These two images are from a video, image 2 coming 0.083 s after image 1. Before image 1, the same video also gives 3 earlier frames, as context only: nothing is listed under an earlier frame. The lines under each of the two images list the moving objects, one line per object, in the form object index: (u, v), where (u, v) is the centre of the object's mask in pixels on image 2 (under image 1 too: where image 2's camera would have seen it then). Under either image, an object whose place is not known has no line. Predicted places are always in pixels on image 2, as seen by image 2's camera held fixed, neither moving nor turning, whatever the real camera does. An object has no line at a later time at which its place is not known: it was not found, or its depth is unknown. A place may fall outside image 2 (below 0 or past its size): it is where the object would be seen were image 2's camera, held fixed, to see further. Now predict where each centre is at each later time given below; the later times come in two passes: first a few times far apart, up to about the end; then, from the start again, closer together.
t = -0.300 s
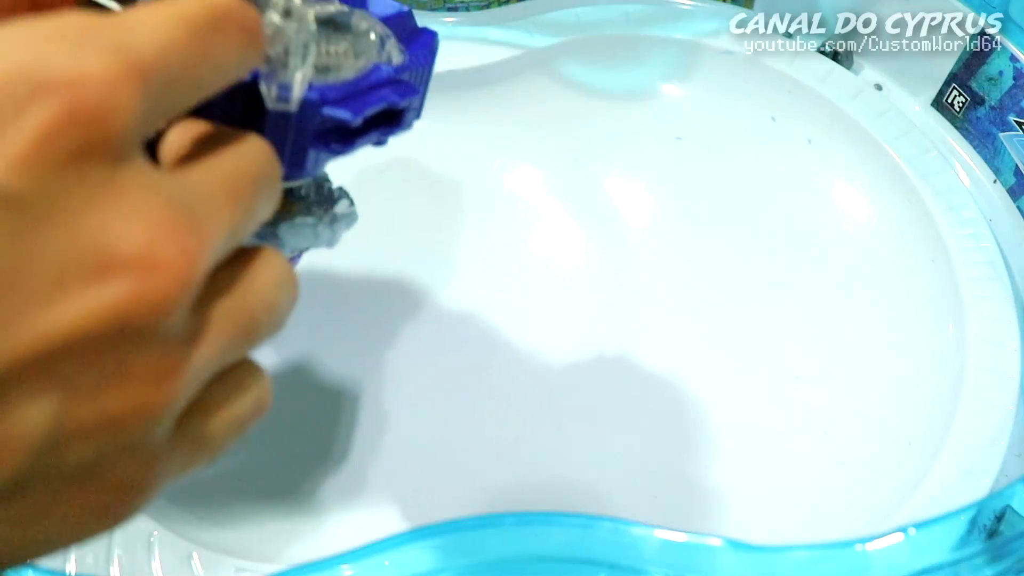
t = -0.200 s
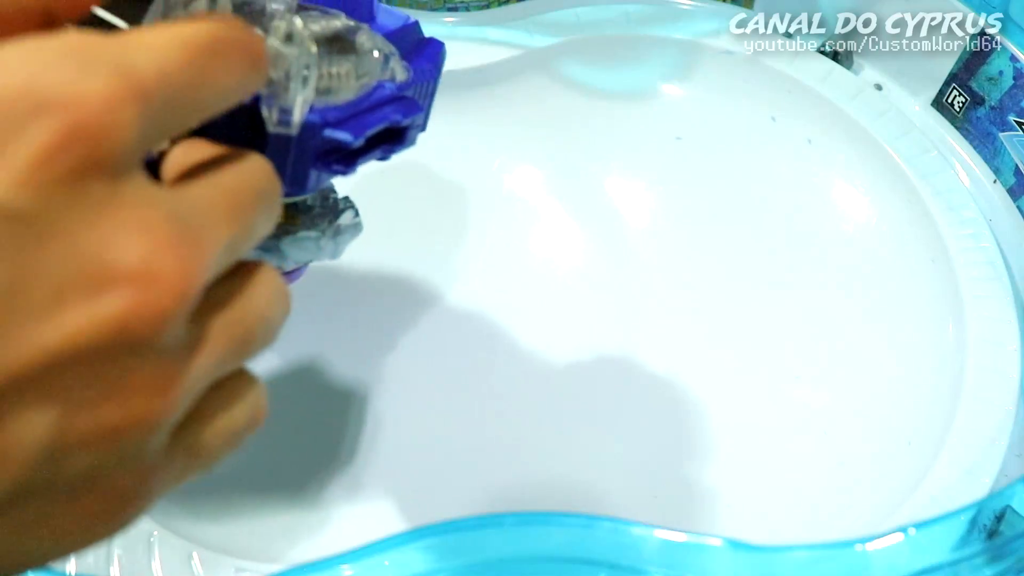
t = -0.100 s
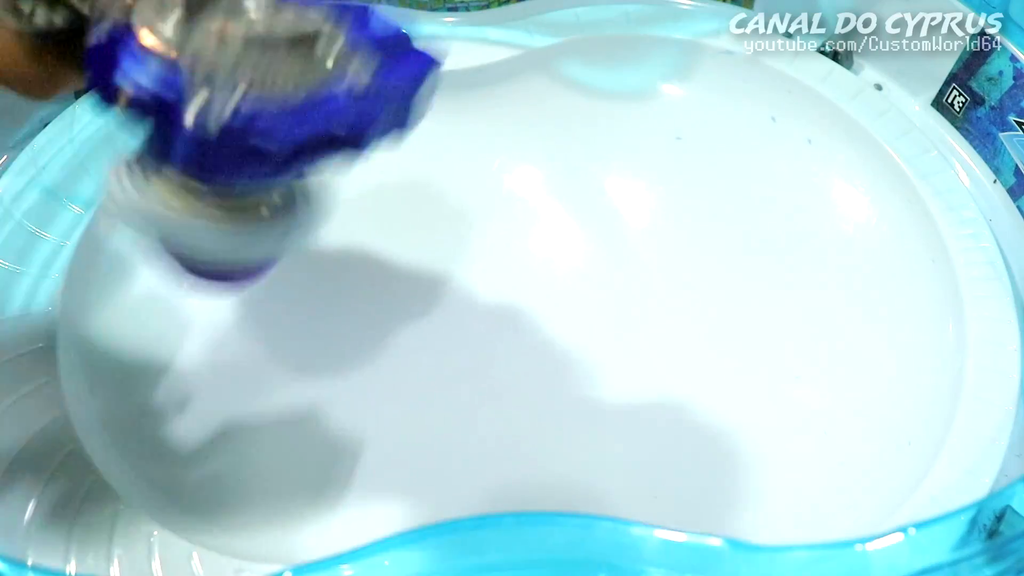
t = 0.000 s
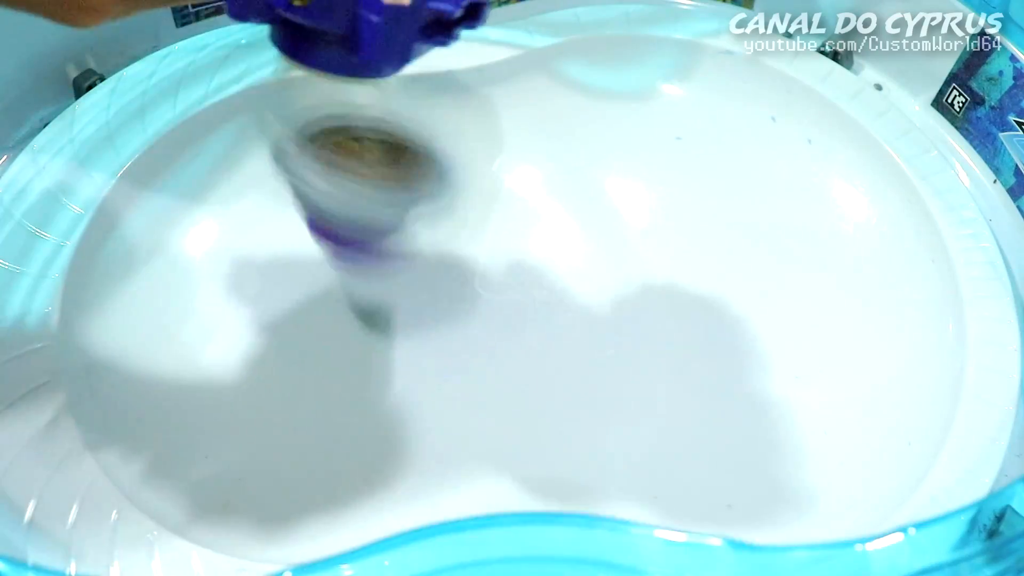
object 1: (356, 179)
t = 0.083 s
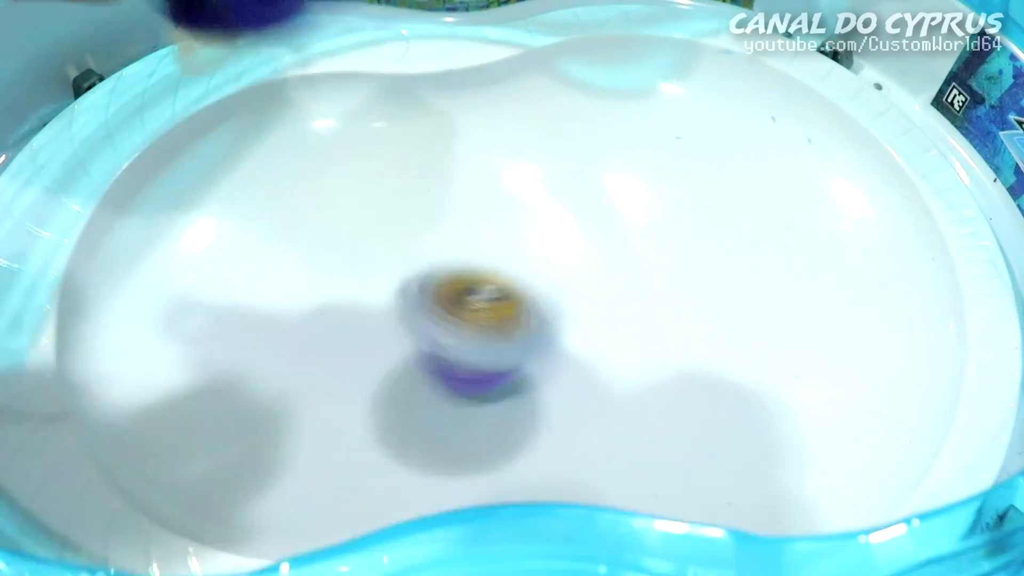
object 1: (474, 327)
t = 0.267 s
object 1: (762, 327)
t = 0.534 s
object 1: (669, 277)
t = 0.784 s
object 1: (474, 260)
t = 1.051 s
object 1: (634, 326)
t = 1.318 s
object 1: (900, 342)
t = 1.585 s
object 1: (543, 286)
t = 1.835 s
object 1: (597, 166)
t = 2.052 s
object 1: (885, 211)
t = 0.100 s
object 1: (504, 310)
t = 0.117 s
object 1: (530, 298)
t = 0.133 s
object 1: (558, 293)
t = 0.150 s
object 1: (585, 292)
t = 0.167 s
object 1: (610, 295)
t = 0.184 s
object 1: (634, 303)
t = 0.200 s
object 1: (659, 317)
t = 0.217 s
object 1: (682, 337)
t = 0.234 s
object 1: (705, 345)
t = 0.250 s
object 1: (734, 334)
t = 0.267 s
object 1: (762, 327)
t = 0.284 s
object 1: (787, 323)
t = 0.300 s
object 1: (812, 325)
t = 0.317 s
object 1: (834, 321)
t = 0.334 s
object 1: (852, 312)
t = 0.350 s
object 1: (868, 306)
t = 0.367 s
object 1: (879, 302)
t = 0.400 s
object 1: (847, 294)
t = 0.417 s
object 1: (829, 296)
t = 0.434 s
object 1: (807, 293)
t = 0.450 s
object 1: (786, 291)
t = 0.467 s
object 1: (763, 290)
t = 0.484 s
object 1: (739, 285)
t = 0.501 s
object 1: (715, 284)
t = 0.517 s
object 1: (691, 281)
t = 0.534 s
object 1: (669, 277)
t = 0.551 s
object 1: (646, 275)
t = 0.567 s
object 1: (627, 269)
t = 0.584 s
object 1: (607, 266)
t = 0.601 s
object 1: (589, 261)
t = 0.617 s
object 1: (573, 259)
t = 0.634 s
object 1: (557, 257)
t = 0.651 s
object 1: (543, 253)
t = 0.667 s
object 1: (528, 253)
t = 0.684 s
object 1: (517, 253)
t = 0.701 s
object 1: (506, 252)
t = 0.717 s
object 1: (496, 252)
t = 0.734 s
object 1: (488, 254)
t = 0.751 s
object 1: (482, 255)
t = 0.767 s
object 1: (478, 257)
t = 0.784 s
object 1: (474, 260)
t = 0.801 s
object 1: (472, 262)
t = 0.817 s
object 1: (472, 266)
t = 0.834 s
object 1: (473, 269)
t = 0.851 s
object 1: (476, 273)
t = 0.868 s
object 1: (479, 278)
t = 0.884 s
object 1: (484, 283)
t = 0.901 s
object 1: (492, 286)
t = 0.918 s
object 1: (500, 291)
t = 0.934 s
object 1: (511, 296)
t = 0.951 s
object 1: (523, 301)
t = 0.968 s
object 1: (537, 306)
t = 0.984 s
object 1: (553, 311)
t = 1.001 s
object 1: (570, 314)
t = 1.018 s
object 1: (589, 319)
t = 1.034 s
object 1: (608, 321)
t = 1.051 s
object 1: (634, 326)
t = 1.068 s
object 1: (656, 327)
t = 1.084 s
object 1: (686, 329)
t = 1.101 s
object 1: (712, 329)
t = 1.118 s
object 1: (744, 329)
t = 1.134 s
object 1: (773, 329)
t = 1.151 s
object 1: (802, 329)
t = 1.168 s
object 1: (830, 329)
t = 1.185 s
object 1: (860, 330)
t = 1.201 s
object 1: (885, 329)
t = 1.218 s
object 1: (904, 328)
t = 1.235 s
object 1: (918, 326)
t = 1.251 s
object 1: (926, 324)
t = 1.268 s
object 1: (927, 324)
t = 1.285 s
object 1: (924, 328)
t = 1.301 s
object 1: (915, 335)
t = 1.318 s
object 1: (900, 342)
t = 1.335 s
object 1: (879, 347)
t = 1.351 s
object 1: (852, 350)
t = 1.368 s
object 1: (822, 353)
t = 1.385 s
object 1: (794, 355)
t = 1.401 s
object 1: (764, 356)
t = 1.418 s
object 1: (734, 356)
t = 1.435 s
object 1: (707, 355)
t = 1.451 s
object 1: (681, 352)
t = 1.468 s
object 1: (658, 349)
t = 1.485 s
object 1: (635, 341)
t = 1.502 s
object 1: (614, 334)
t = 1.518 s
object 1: (596, 326)
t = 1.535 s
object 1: (580, 316)
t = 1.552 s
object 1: (565, 306)
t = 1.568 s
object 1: (553, 297)
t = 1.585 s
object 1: (543, 286)
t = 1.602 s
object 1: (535, 273)
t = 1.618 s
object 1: (527, 263)
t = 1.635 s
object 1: (522, 252)
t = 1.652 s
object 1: (521, 241)
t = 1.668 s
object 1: (518, 229)
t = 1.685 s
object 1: (520, 219)
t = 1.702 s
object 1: (521, 209)
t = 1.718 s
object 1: (525, 200)
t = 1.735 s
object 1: (531, 193)
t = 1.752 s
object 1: (538, 185)
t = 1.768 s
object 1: (545, 179)
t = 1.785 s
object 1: (556, 174)
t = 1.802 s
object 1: (568, 171)
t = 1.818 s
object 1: (581, 168)
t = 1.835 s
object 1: (597, 166)
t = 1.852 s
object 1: (614, 166)
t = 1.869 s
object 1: (632, 164)
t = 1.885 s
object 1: (654, 163)
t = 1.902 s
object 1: (674, 162)
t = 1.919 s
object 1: (696, 161)
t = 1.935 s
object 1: (721, 161)
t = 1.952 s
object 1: (750, 163)
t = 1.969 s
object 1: (775, 166)
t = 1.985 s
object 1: (802, 172)
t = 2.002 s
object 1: (828, 177)
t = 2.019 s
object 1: (849, 186)
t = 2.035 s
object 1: (870, 198)
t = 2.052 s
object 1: (885, 211)
